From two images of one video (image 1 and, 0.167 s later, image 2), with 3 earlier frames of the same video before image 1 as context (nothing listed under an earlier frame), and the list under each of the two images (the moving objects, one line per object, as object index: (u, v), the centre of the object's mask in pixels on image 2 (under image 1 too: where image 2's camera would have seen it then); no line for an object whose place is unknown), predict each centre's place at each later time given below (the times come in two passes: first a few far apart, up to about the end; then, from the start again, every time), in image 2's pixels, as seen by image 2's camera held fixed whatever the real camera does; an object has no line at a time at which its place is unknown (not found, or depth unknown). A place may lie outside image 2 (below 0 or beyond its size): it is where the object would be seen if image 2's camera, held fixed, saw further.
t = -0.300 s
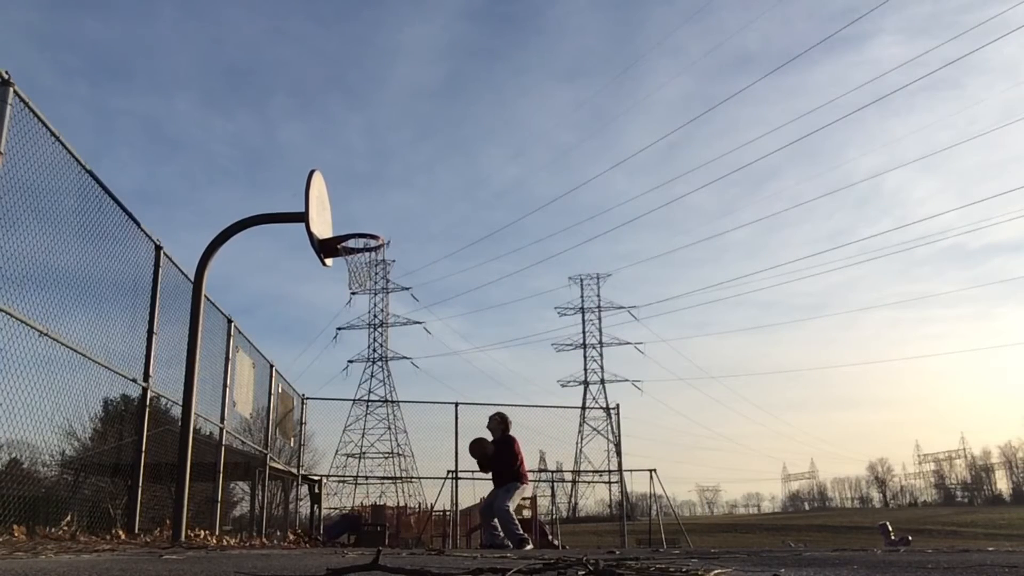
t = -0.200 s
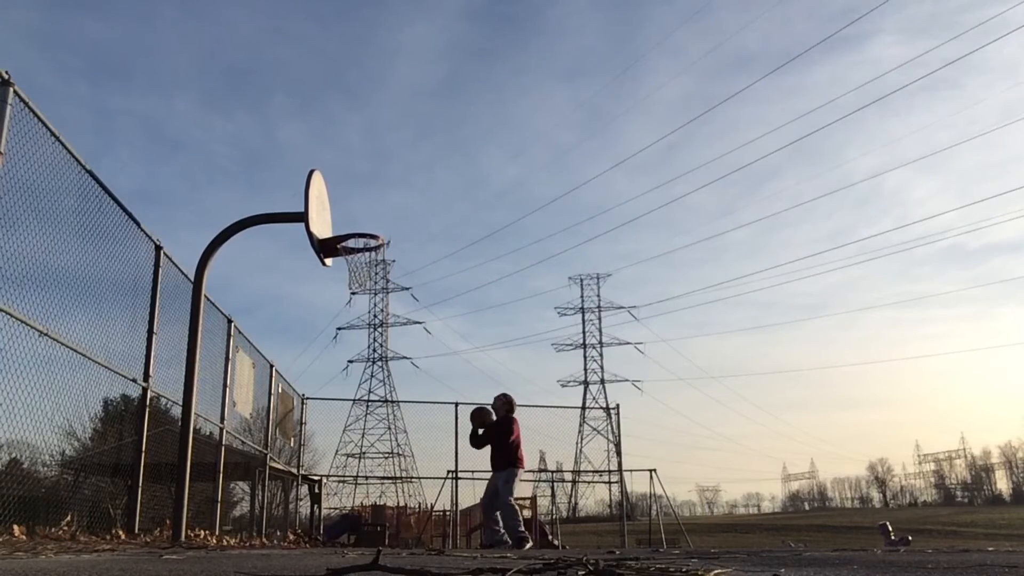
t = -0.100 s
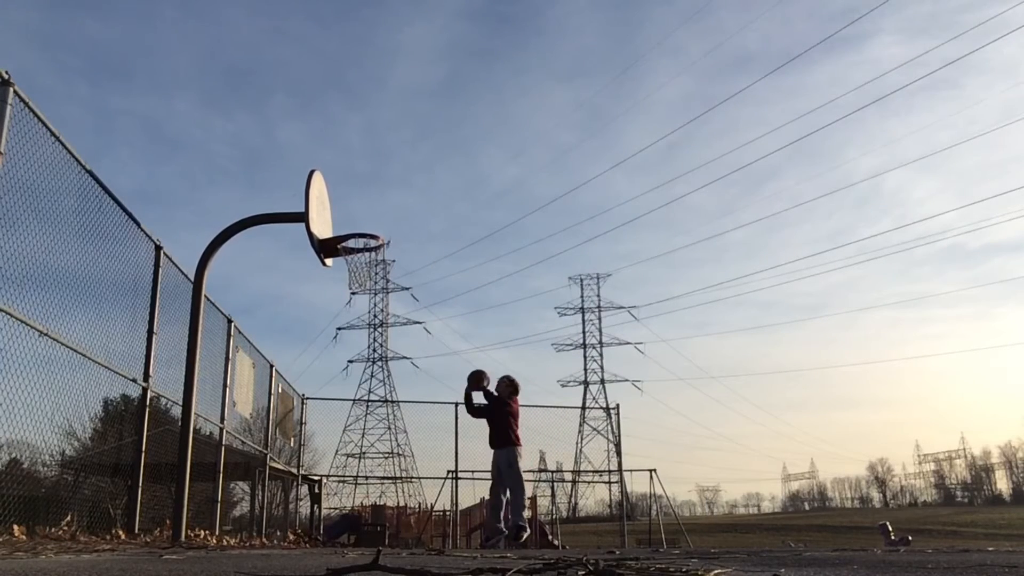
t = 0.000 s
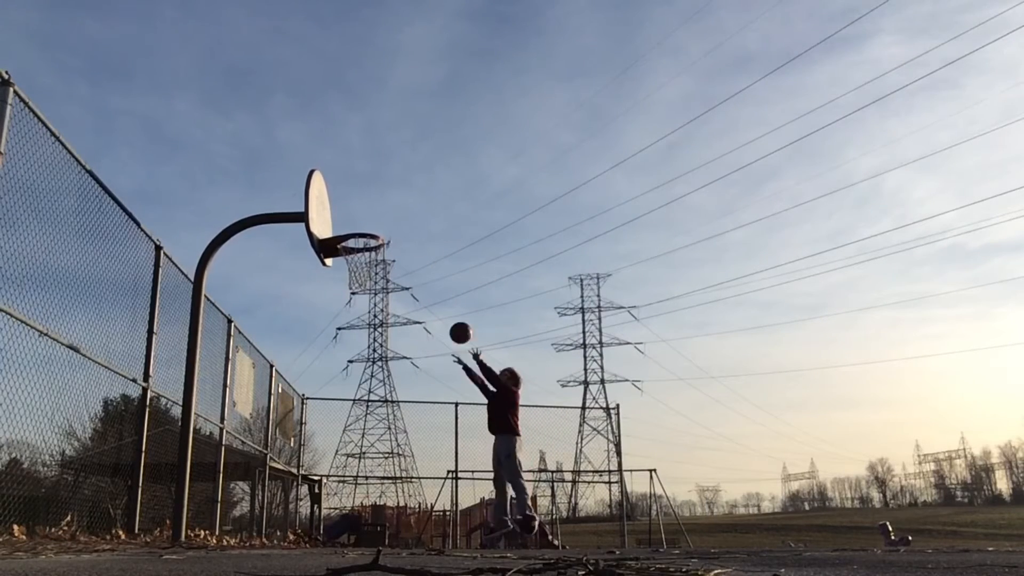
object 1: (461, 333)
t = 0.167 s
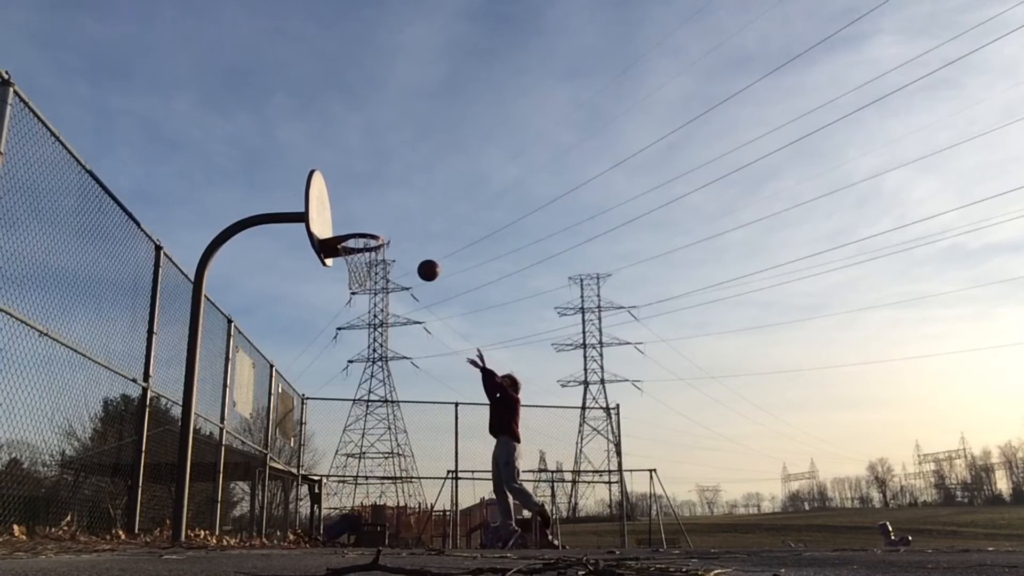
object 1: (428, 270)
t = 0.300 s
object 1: (402, 238)
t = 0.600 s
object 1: (341, 219)
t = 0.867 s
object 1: (351, 222)
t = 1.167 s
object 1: (381, 227)
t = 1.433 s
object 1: (408, 290)
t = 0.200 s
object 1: (422, 261)
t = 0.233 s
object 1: (415, 252)
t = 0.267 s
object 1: (409, 244)
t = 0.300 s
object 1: (402, 238)
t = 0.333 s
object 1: (396, 232)
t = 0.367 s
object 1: (389, 227)
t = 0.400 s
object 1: (382, 223)
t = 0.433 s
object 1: (376, 220)
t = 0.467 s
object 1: (369, 218)
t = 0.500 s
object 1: (362, 217)
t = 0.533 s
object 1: (355, 216)
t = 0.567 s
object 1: (348, 217)
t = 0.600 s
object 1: (341, 219)
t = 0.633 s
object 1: (334, 222)
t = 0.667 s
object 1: (332, 225)
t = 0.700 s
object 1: (335, 225)
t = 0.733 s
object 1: (339, 222)
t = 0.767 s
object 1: (342, 221)
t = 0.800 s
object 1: (345, 220)
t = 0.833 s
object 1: (348, 220)
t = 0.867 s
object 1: (351, 222)
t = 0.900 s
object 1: (355, 222)
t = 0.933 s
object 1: (358, 221)
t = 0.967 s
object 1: (361, 220)
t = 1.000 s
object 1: (365, 220)
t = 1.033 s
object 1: (368, 220)
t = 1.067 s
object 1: (371, 222)
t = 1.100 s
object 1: (375, 222)
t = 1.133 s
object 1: (378, 224)
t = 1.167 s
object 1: (381, 227)
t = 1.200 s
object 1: (385, 231)
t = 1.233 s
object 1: (388, 236)
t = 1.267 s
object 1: (392, 242)
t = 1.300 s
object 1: (395, 249)
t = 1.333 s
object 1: (398, 258)
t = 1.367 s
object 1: (401, 267)
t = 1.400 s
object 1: (405, 278)
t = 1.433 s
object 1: (408, 290)
